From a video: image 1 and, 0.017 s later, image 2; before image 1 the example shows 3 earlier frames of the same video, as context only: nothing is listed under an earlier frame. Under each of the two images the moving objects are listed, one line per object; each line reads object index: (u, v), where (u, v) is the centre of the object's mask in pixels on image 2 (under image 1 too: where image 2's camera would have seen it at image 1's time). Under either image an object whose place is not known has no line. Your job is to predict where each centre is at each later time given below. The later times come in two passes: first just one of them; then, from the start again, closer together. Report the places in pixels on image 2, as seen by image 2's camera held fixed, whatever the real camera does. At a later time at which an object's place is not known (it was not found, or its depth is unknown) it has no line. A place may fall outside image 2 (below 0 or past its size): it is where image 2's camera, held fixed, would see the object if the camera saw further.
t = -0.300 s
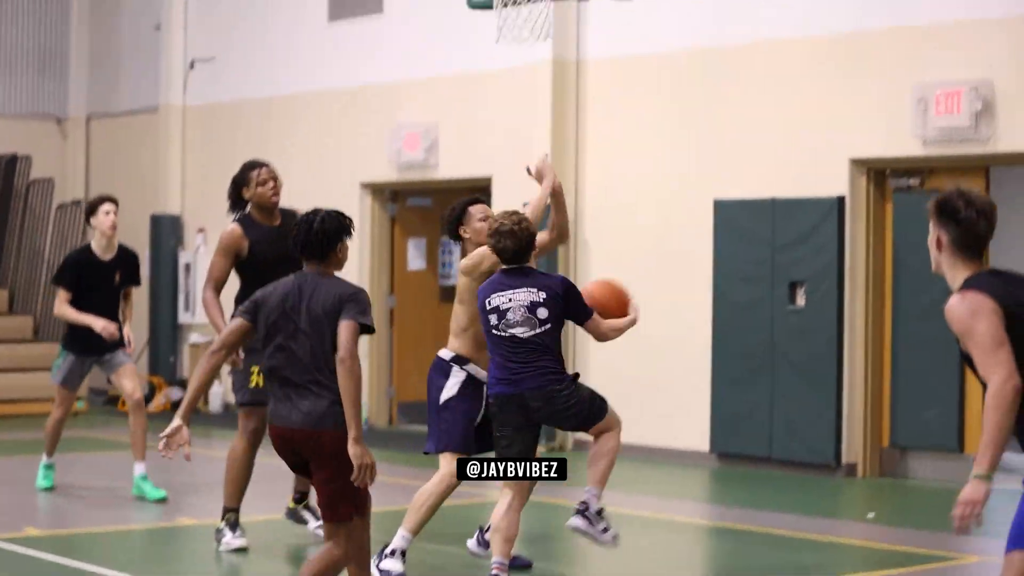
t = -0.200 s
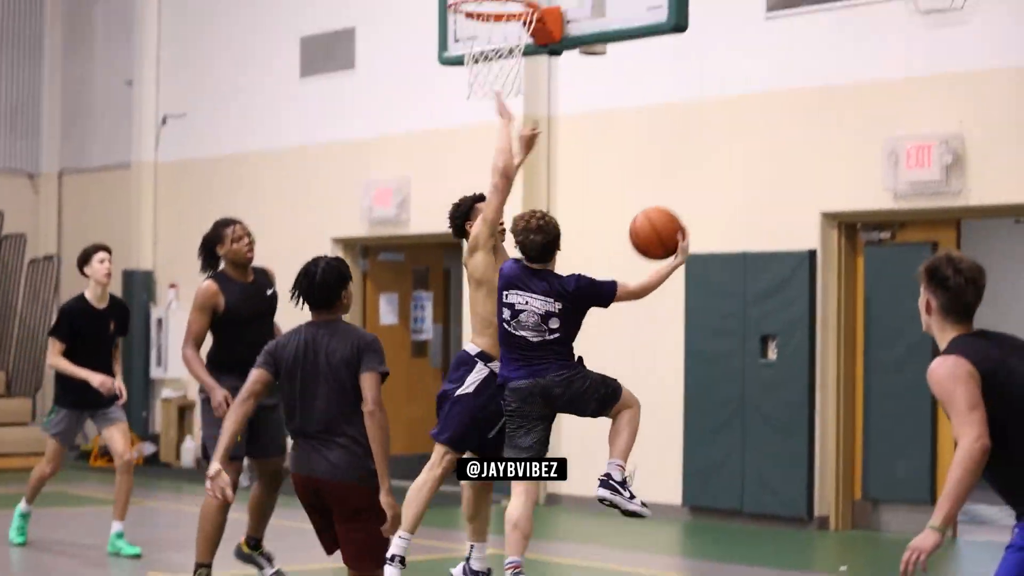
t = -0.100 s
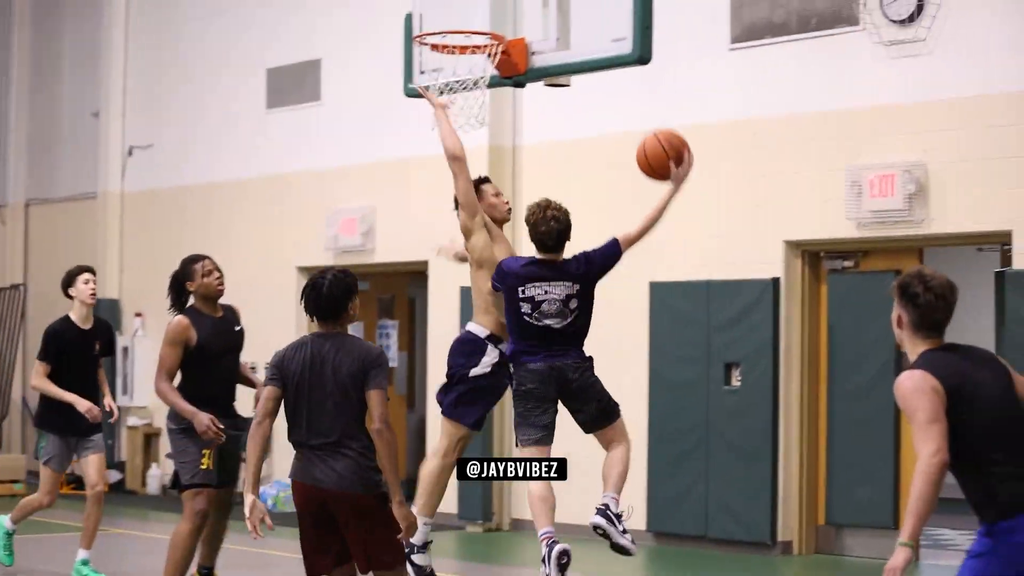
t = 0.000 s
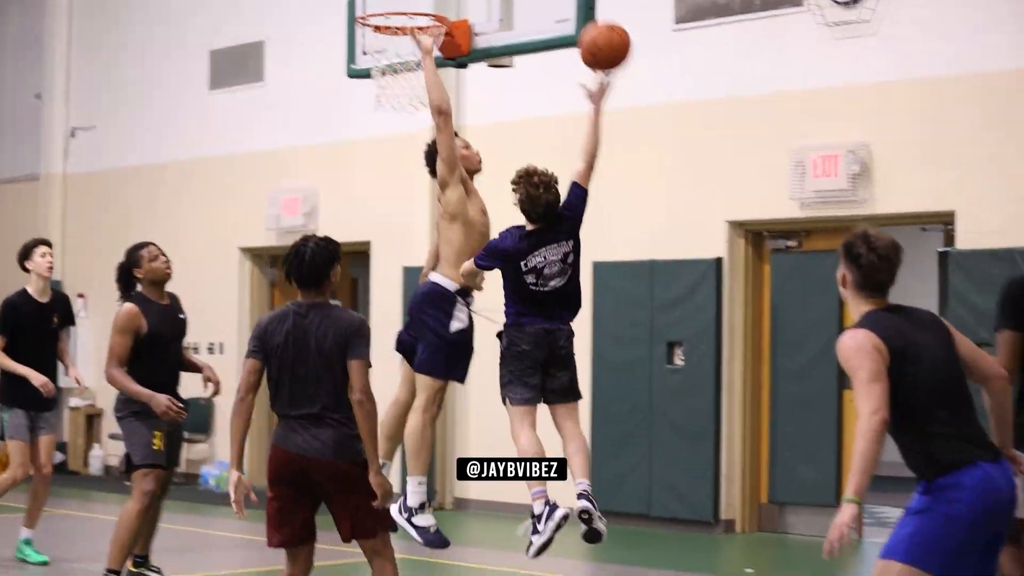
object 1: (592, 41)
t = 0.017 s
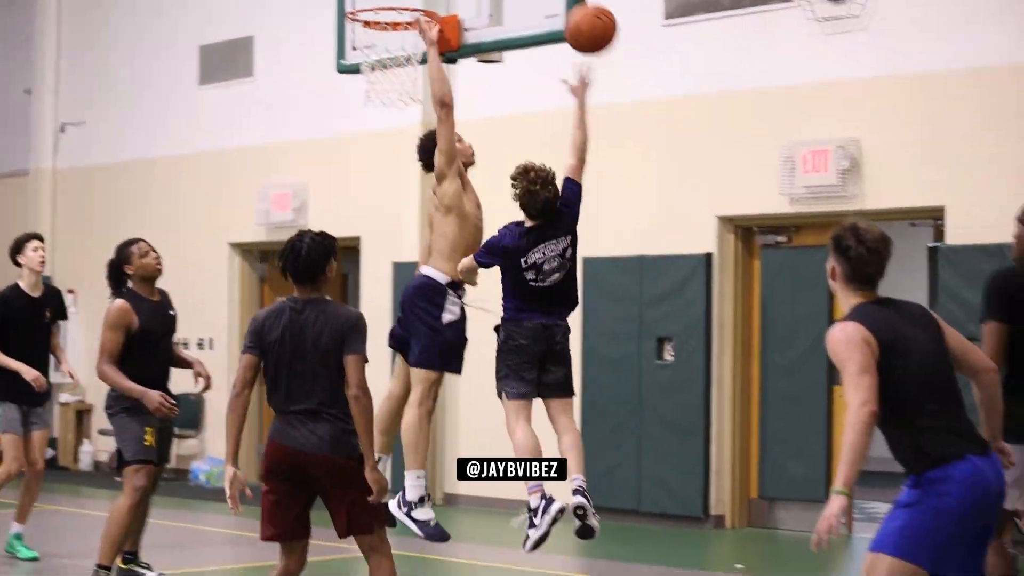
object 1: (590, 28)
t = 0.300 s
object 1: (534, -93)
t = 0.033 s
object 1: (587, 21)
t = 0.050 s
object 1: (584, 17)
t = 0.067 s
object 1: (579, 13)
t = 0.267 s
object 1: (540, -88)
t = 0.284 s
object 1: (537, -90)
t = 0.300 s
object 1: (534, -93)
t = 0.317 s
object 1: (530, -95)
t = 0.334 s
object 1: (527, -96)
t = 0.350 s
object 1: (524, -96)
